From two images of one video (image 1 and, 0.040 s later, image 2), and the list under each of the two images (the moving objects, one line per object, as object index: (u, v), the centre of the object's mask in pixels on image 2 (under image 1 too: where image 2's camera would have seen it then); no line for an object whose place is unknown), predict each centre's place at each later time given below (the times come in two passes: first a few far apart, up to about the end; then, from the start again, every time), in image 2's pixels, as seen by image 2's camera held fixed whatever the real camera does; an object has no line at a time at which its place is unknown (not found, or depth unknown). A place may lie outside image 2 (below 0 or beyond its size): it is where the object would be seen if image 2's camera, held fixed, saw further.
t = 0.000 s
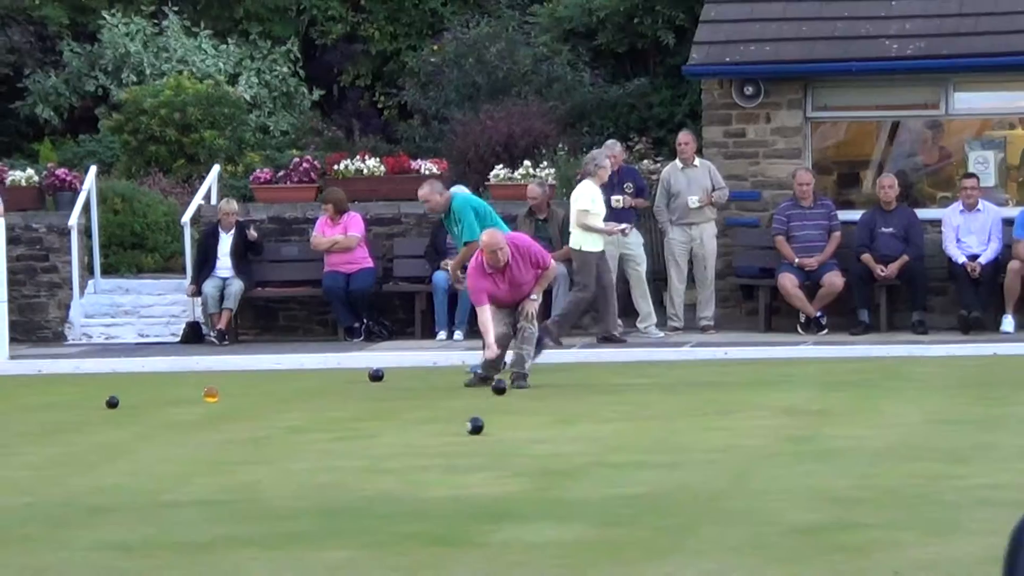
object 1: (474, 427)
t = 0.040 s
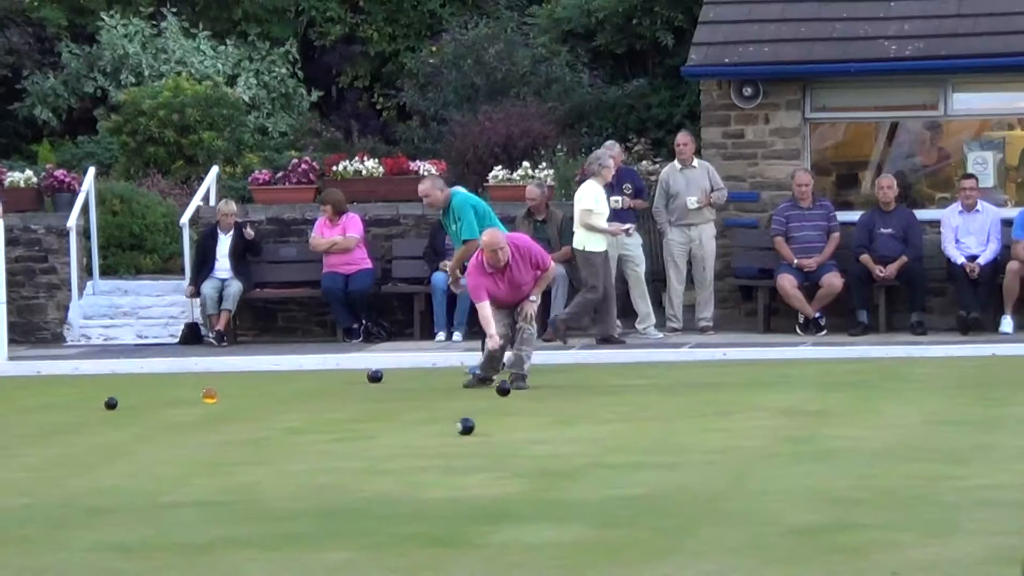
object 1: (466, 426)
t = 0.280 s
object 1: (419, 424)
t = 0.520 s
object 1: (374, 422)
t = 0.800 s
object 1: (326, 420)
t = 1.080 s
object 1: (283, 418)
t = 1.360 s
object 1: (244, 415)
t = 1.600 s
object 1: (213, 413)
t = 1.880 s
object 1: (181, 412)
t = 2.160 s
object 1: (152, 410)
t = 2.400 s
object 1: (128, 409)
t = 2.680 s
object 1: (103, 408)
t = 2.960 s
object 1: (81, 407)
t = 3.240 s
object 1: (62, 406)
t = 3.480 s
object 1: (47, 404)
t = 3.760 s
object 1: (33, 403)
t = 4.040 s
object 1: (20, 402)
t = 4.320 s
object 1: (10, 401)
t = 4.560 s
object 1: (2, 400)
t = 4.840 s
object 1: (-6, 399)
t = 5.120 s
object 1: (-13, 398)
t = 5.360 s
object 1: (-19, 397)
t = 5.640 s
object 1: (-24, 396)
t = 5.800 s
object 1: (-26, 396)
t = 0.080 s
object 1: (457, 426)
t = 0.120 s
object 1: (449, 426)
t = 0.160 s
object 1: (441, 425)
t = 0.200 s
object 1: (433, 425)
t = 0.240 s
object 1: (426, 424)
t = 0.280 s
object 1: (419, 424)
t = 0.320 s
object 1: (411, 424)
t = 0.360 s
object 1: (403, 423)
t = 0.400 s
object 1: (396, 423)
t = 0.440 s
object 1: (389, 422)
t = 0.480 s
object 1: (382, 422)
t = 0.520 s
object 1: (374, 422)
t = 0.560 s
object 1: (367, 421)
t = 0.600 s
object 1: (360, 421)
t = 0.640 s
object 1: (353, 421)
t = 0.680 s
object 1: (346, 421)
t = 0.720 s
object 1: (339, 420)
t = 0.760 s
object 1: (333, 420)
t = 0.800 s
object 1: (326, 420)
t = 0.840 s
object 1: (320, 420)
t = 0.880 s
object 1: (313, 419)
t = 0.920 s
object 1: (307, 419)
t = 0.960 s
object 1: (301, 419)
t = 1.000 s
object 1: (295, 418)
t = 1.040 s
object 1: (289, 418)
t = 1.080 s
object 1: (283, 418)
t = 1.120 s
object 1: (277, 417)
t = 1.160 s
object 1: (271, 417)
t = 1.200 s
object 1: (266, 416)
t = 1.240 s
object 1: (260, 416)
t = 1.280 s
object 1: (254, 416)
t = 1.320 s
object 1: (249, 415)
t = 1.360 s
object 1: (244, 415)
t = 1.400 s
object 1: (238, 415)
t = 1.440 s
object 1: (233, 415)
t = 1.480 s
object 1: (228, 414)
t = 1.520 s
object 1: (223, 414)
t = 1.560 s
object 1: (218, 414)
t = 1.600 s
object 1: (213, 413)
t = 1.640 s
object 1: (208, 413)
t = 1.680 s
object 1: (203, 413)
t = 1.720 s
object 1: (199, 412)
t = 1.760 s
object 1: (194, 412)
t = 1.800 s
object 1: (190, 412)
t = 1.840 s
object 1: (185, 412)
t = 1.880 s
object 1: (181, 412)
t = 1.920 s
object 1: (177, 412)
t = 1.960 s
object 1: (173, 411)
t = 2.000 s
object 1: (168, 411)
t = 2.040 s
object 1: (164, 411)
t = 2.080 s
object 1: (160, 411)
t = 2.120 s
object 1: (156, 410)
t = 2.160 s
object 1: (152, 410)
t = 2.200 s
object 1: (148, 410)
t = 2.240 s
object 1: (144, 410)
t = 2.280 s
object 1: (140, 409)
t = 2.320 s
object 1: (136, 409)
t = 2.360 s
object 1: (132, 409)
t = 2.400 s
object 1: (128, 409)
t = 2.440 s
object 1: (125, 409)
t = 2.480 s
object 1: (121, 409)
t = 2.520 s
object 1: (117, 409)
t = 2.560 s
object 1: (113, 408)
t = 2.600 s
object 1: (110, 408)
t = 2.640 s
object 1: (107, 407)
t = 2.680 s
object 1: (103, 408)
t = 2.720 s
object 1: (100, 408)
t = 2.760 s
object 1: (96, 408)
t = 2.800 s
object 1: (93, 407)
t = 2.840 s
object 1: (90, 407)
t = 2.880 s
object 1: (87, 407)
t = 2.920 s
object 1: (84, 407)
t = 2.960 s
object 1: (81, 407)
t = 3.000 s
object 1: (78, 407)
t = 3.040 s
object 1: (75, 406)
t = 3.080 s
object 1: (72, 406)
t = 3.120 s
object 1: (69, 406)
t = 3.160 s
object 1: (67, 406)
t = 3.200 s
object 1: (64, 406)
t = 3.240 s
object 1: (62, 406)
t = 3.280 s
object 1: (59, 406)
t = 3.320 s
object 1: (56, 405)
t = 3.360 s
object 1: (54, 405)
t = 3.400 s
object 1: (51, 405)
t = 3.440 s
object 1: (49, 405)
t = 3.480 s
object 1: (47, 404)
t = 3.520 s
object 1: (44, 404)
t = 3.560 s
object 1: (42, 404)
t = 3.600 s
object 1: (40, 404)
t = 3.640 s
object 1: (38, 404)
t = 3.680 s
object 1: (36, 404)
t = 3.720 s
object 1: (34, 403)
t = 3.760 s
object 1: (33, 403)
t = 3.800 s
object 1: (30, 403)
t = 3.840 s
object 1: (29, 403)
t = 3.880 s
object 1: (27, 403)
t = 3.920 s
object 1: (25, 402)
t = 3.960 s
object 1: (23, 402)
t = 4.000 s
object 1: (22, 402)
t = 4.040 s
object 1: (20, 402)
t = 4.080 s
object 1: (18, 401)
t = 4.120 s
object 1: (17, 401)
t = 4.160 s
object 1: (15, 401)
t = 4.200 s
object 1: (14, 401)
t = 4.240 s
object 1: (12, 401)
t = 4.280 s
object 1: (11, 401)
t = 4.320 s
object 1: (10, 401)
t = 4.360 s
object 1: (8, 401)
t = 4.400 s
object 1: (7, 401)
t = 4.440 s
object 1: (5, 400)
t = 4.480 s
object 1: (4, 400)
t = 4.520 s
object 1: (3, 400)
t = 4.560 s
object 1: (2, 400)
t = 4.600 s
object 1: (1, 400)
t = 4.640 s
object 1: (-1, 400)
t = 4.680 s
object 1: (-1, 399)
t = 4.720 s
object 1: (-3, 399)
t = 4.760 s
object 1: (-4, 399)
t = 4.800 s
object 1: (-5, 399)
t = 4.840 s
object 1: (-6, 399)
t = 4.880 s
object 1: (-7, 399)
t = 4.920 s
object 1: (-9, 399)
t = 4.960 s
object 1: (-9, 399)
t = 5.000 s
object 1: (-10, 398)
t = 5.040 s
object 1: (-11, 398)
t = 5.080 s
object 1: (-12, 398)
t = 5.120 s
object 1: (-13, 398)
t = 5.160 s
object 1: (-14, 398)
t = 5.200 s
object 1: (-15, 398)
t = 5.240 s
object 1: (-16, 398)
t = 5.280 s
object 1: (-17, 398)
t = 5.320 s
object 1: (-18, 397)
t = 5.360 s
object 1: (-19, 397)
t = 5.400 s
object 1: (-20, 397)
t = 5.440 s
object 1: (-21, 397)
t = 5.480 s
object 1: (-21, 397)
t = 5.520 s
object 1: (-22, 397)
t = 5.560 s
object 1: (-23, 397)
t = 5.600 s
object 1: (-24, 397)
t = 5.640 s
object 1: (-24, 396)
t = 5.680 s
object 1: (-25, 396)
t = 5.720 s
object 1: (-25, 396)
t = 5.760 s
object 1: (-26, 396)
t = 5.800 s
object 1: (-26, 396)
